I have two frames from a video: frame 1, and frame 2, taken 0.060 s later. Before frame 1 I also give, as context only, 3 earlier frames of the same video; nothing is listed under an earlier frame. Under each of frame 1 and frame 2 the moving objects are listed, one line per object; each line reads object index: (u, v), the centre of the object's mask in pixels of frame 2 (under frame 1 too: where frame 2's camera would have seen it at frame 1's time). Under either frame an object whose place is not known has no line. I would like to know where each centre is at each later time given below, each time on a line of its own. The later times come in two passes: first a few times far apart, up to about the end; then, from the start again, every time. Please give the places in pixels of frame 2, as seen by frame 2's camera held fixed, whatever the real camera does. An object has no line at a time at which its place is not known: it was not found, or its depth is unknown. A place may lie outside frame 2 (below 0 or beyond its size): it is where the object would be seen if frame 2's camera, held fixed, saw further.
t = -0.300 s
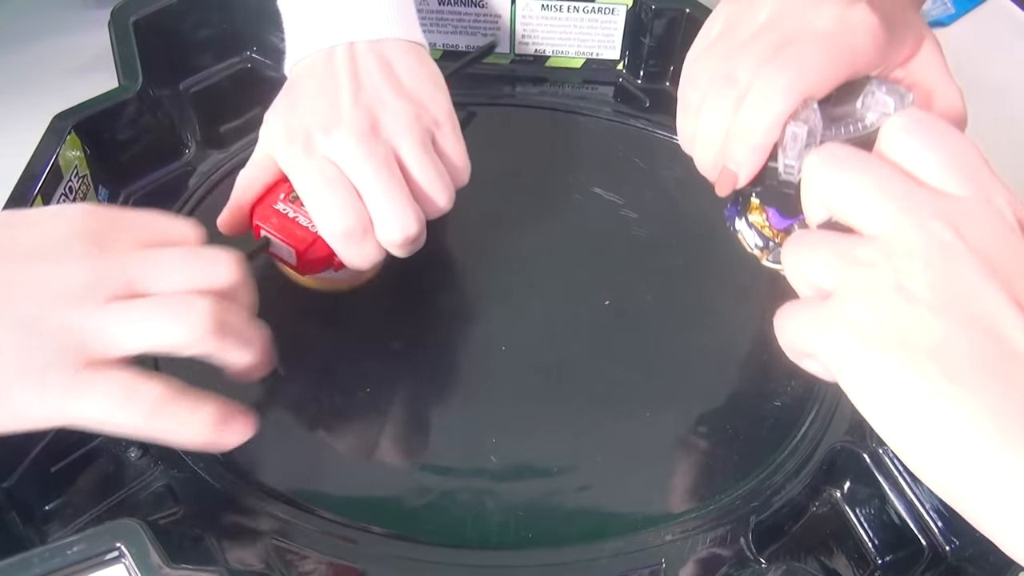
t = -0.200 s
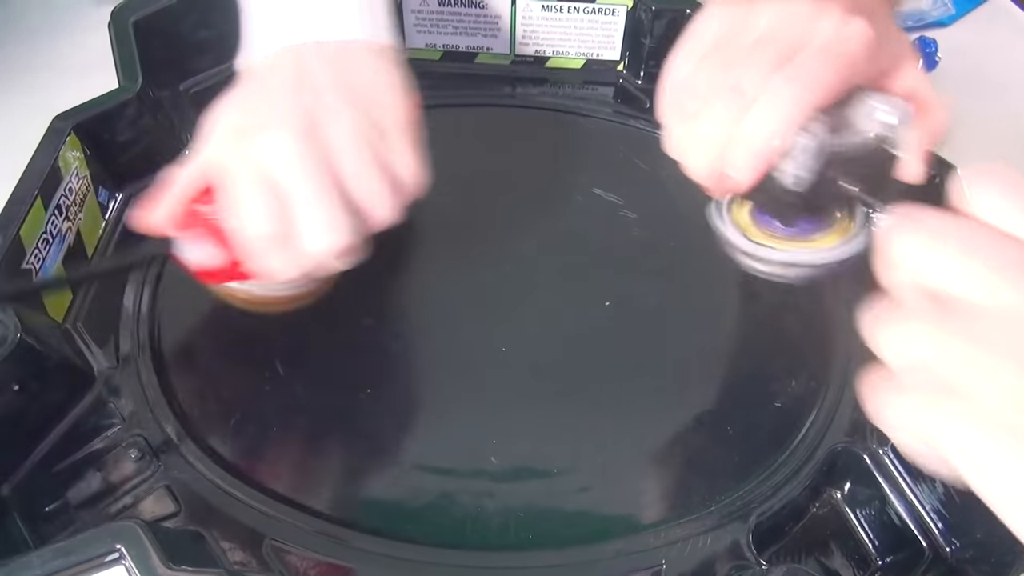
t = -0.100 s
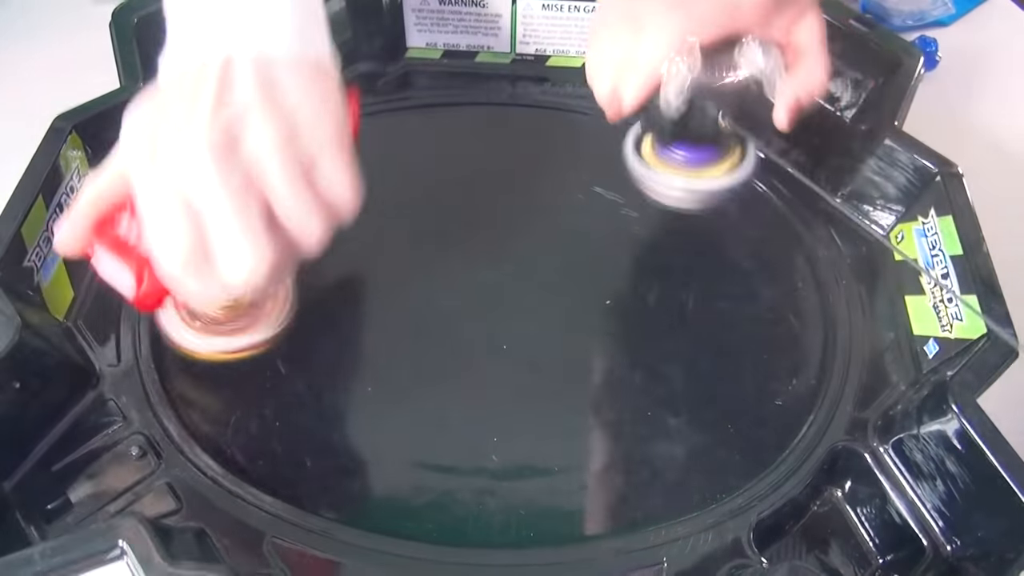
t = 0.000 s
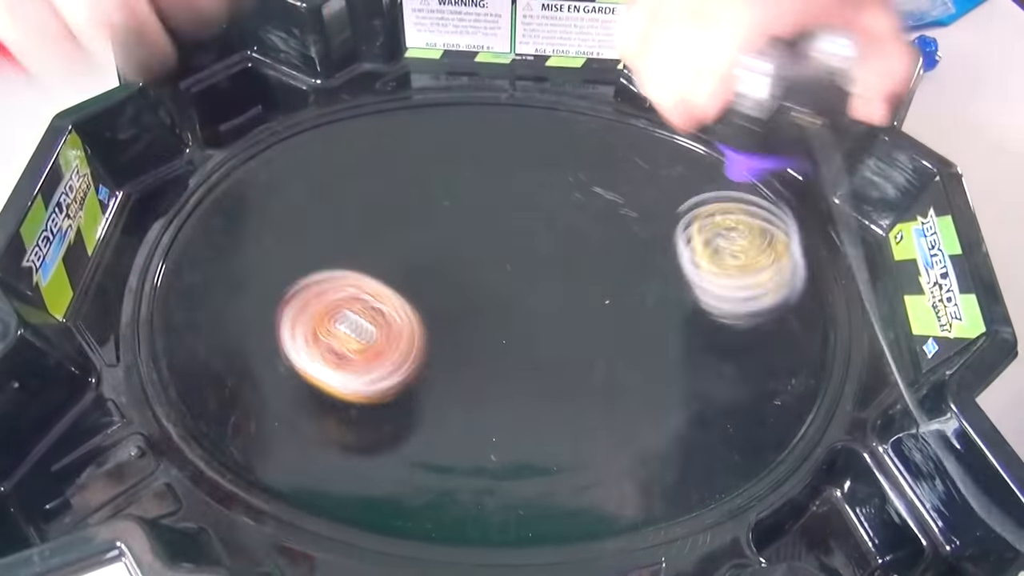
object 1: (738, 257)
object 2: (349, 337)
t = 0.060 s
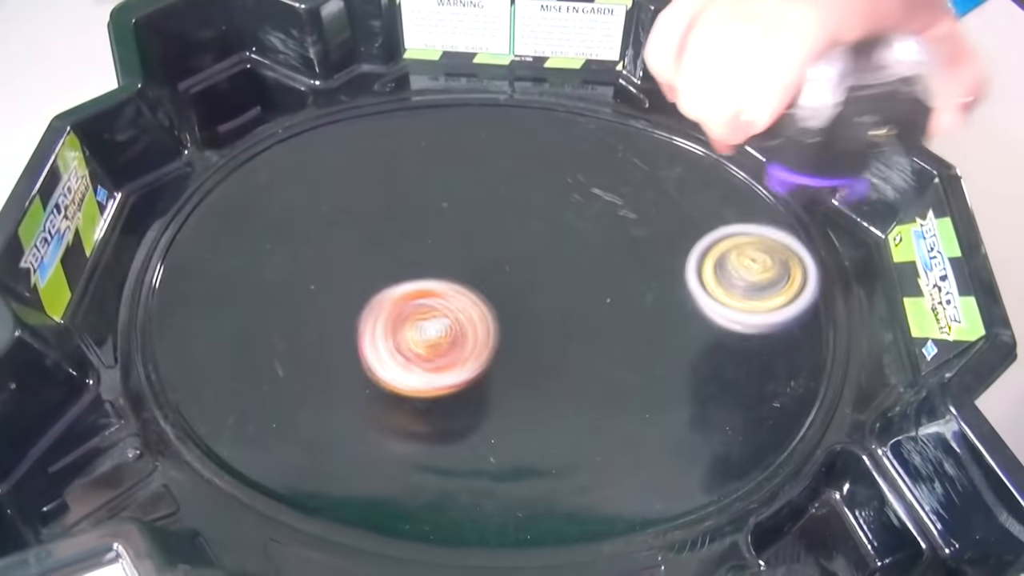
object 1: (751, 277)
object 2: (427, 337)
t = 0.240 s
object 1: (667, 349)
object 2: (584, 240)
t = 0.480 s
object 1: (513, 351)
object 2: (539, 94)
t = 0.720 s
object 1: (426, 395)
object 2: (388, 208)
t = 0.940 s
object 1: (428, 440)
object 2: (562, 337)
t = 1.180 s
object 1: (470, 382)
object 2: (774, 236)
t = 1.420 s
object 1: (394, 287)
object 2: (648, 149)
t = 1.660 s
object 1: (286, 271)
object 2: (466, 290)
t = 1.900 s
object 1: (269, 322)
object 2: (585, 478)
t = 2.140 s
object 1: (424, 298)
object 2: (765, 363)
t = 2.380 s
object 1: (466, 204)
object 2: (569, 249)
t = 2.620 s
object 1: (328, 134)
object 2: (485, 360)
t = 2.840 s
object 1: (281, 206)
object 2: (558, 420)
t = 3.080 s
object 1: (410, 311)
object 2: (577, 326)
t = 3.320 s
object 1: (343, 248)
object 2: (767, 285)
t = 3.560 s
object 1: (425, 298)
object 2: (720, 176)
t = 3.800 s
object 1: (537, 326)
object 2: (552, 222)
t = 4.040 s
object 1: (634, 351)
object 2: (460, 315)
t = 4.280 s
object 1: (695, 311)
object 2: (516, 409)
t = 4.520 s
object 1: (604, 258)
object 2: (592, 386)
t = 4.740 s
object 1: (495, 233)
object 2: (542, 366)
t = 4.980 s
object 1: (384, 263)
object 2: (445, 354)
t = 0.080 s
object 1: (750, 275)
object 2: (452, 330)
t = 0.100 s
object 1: (746, 277)
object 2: (478, 324)
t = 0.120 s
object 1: (740, 285)
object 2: (499, 316)
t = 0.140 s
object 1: (731, 298)
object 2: (519, 306)
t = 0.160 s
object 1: (720, 316)
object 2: (537, 294)
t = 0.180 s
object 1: (706, 339)
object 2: (553, 282)
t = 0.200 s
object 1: (693, 359)
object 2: (566, 268)
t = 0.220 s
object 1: (680, 356)
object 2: (577, 254)
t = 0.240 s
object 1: (667, 349)
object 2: (584, 240)
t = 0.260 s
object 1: (653, 346)
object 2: (591, 226)
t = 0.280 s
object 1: (639, 346)
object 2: (596, 211)
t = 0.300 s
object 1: (624, 350)
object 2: (600, 195)
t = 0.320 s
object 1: (609, 353)
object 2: (602, 181)
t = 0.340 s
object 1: (597, 349)
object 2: (601, 165)
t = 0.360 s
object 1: (585, 348)
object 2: (600, 151)
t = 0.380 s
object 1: (572, 349)
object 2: (596, 138)
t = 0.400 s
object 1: (560, 348)
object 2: (590, 123)
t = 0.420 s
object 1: (548, 348)
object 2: (582, 113)
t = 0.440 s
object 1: (536, 349)
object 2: (571, 102)
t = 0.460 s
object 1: (524, 349)
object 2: (558, 96)
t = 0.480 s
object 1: (513, 351)
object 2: (539, 94)
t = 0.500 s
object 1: (502, 354)
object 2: (517, 99)
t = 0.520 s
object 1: (492, 356)
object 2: (497, 102)
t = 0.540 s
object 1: (483, 359)
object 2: (478, 106)
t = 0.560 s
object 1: (474, 362)
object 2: (460, 112)
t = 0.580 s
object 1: (466, 366)
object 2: (444, 119)
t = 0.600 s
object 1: (458, 370)
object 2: (430, 127)
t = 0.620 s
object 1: (452, 373)
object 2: (417, 136)
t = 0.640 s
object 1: (446, 378)
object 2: (406, 147)
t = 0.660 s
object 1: (441, 382)
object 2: (398, 160)
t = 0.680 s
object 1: (435, 386)
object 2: (392, 174)
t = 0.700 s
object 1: (431, 391)
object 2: (389, 191)
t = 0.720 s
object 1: (426, 395)
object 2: (388, 208)
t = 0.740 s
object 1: (423, 400)
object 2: (390, 225)
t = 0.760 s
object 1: (420, 405)
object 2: (395, 243)
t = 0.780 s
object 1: (419, 409)
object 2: (403, 260)
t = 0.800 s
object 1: (418, 414)
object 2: (414, 277)
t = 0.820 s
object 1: (418, 418)
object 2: (428, 293)
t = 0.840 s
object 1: (420, 420)
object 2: (445, 305)
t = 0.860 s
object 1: (422, 424)
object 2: (465, 316)
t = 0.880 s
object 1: (422, 430)
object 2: (488, 324)
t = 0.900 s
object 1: (423, 435)
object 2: (512, 330)
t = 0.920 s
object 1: (425, 438)
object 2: (537, 334)
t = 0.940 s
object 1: (428, 440)
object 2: (562, 337)
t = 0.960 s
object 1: (432, 441)
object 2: (588, 337)
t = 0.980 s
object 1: (437, 441)
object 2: (613, 335)
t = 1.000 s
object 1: (441, 439)
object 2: (637, 331)
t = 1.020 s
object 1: (446, 437)
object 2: (660, 325)
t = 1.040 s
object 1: (450, 433)
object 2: (681, 317)
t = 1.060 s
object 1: (454, 429)
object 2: (701, 309)
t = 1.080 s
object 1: (459, 423)
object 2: (719, 298)
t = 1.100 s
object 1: (462, 416)
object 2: (735, 287)
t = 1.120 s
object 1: (466, 409)
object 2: (748, 274)
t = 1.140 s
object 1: (468, 401)
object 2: (759, 261)
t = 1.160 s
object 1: (469, 392)
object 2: (767, 248)
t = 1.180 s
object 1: (470, 382)
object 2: (774, 236)
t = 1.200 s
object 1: (469, 372)
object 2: (778, 223)
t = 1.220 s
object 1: (466, 363)
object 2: (780, 211)
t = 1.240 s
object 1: (463, 353)
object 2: (779, 199)
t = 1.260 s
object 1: (458, 343)
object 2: (776, 188)
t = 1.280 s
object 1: (453, 335)
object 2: (767, 176)
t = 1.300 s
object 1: (446, 326)
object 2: (753, 167)
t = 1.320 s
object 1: (438, 318)
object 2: (736, 159)
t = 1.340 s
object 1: (431, 311)
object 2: (718, 152)
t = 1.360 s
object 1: (422, 304)
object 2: (701, 148)
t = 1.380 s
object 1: (413, 298)
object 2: (683, 146)
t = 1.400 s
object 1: (404, 292)
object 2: (665, 146)
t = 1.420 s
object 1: (394, 287)
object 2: (648, 149)
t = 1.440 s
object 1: (385, 282)
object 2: (629, 153)
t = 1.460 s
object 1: (376, 279)
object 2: (611, 159)
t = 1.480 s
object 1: (367, 276)
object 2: (592, 167)
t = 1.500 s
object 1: (357, 274)
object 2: (574, 175)
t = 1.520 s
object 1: (348, 272)
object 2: (556, 185)
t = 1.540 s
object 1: (339, 270)
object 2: (538, 197)
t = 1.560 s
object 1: (330, 270)
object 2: (522, 210)
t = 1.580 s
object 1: (321, 269)
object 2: (507, 224)
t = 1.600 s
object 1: (312, 270)
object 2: (494, 240)
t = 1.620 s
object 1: (303, 270)
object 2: (483, 256)
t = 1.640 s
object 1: (294, 270)
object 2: (474, 273)
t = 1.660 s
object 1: (286, 271)
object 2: (466, 290)
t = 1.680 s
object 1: (278, 273)
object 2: (461, 308)
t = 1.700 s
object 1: (271, 275)
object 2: (458, 327)
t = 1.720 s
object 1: (264, 278)
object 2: (458, 345)
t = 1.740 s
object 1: (259, 281)
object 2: (461, 363)
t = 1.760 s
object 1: (254, 285)
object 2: (467, 382)
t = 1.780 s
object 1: (251, 290)
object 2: (477, 400)
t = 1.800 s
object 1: (249, 295)
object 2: (489, 417)
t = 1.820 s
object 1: (250, 301)
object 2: (504, 432)
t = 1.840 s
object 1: (251, 307)
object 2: (522, 446)
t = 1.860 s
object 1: (255, 312)
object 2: (542, 459)
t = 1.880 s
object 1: (261, 317)
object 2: (563, 469)
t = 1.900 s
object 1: (269, 322)
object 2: (585, 478)
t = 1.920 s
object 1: (279, 326)
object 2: (608, 485)
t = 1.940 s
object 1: (290, 328)
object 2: (631, 490)
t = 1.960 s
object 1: (302, 330)
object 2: (655, 493)
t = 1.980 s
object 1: (315, 331)
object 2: (679, 488)
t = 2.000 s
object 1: (329, 330)
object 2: (700, 476)
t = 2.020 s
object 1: (343, 329)
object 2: (720, 460)
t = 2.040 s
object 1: (358, 326)
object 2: (737, 442)
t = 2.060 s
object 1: (372, 322)
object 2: (750, 426)
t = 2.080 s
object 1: (385, 317)
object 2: (759, 409)
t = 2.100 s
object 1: (399, 312)
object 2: (765, 393)
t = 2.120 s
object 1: (412, 306)
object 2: (768, 377)
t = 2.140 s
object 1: (424, 298)
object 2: (765, 363)
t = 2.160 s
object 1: (435, 291)
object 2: (760, 349)
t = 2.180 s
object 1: (444, 283)
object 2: (750, 335)
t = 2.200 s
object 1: (453, 274)
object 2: (738, 322)
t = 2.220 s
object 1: (459, 266)
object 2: (725, 310)
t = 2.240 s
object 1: (465, 257)
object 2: (710, 298)
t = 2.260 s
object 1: (469, 249)
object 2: (693, 287)
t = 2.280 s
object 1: (471, 241)
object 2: (674, 277)
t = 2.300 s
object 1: (473, 233)
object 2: (654, 269)
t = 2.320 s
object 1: (474, 226)
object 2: (633, 261)
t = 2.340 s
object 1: (473, 219)
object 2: (612, 256)
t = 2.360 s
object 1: (472, 212)
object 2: (589, 251)
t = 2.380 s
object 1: (466, 204)
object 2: (569, 249)
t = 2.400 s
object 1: (453, 190)
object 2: (561, 255)
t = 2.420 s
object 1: (435, 177)
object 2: (554, 263)
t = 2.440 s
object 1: (421, 165)
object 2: (545, 271)
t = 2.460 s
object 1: (408, 156)
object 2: (536, 279)
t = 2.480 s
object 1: (396, 148)
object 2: (526, 288)
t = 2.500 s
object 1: (384, 142)
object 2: (517, 297)
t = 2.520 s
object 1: (374, 139)
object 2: (509, 309)
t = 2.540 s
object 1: (364, 136)
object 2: (500, 320)
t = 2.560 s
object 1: (354, 134)
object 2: (494, 331)
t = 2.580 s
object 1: (345, 133)
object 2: (489, 341)
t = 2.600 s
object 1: (337, 134)
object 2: (487, 351)
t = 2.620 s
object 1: (328, 134)
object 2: (485, 360)
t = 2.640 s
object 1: (320, 136)
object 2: (486, 370)
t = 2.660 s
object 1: (312, 139)
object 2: (488, 378)
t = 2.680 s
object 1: (305, 143)
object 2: (491, 387)
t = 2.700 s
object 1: (298, 147)
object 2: (495, 394)
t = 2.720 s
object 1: (292, 153)
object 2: (501, 401)
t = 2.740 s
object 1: (287, 159)
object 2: (509, 408)
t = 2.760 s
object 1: (283, 167)
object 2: (517, 413)
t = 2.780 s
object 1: (281, 175)
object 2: (526, 417)
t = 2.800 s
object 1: (279, 185)
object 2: (537, 419)
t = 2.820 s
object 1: (279, 195)
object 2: (547, 420)
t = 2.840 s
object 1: (281, 206)
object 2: (558, 420)
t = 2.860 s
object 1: (284, 218)
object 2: (568, 418)
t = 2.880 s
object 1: (289, 230)
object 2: (577, 414)
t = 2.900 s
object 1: (296, 241)
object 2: (585, 409)
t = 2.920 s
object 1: (304, 253)
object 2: (592, 402)
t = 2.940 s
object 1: (314, 264)
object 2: (597, 394)
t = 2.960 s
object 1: (326, 274)
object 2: (600, 386)
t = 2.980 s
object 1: (338, 283)
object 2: (602, 376)
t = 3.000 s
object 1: (353, 291)
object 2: (601, 366)
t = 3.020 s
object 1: (367, 297)
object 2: (598, 356)
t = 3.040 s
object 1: (381, 303)
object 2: (593, 346)
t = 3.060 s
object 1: (395, 308)
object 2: (586, 336)
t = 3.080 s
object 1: (410, 311)
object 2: (577, 326)
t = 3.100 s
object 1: (424, 314)
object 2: (567, 317)
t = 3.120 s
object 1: (435, 315)
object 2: (562, 309)
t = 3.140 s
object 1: (420, 307)
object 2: (585, 305)
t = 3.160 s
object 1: (404, 297)
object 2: (618, 306)
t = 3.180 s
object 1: (389, 291)
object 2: (651, 310)
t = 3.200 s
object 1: (376, 280)
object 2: (680, 318)
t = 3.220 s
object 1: (366, 273)
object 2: (702, 317)
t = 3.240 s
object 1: (357, 266)
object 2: (718, 313)
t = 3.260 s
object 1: (351, 259)
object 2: (733, 312)
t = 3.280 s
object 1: (347, 254)
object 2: (745, 303)
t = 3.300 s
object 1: (344, 250)
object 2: (755, 296)
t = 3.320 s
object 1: (343, 248)
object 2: (767, 285)
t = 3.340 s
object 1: (344, 247)
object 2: (777, 274)
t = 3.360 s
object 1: (346, 248)
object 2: (786, 262)
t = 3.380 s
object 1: (350, 250)
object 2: (793, 252)
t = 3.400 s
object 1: (356, 255)
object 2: (799, 241)
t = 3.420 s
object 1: (362, 260)
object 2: (804, 230)
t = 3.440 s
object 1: (369, 266)
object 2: (804, 217)
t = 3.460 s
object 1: (377, 272)
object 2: (793, 207)
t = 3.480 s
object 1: (385, 278)
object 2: (776, 200)
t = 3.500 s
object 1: (395, 284)
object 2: (761, 192)
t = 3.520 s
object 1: (404, 290)
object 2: (748, 186)
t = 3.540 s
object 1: (414, 294)
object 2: (734, 180)
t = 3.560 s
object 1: (425, 298)
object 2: (720, 176)
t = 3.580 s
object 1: (436, 303)
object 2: (706, 175)
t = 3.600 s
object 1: (446, 306)
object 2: (692, 173)
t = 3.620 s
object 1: (457, 308)
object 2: (679, 173)
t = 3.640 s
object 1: (467, 310)
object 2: (666, 174)
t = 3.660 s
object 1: (476, 312)
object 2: (651, 177)
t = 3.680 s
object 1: (486, 314)
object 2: (636, 181)
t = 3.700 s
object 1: (495, 316)
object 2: (621, 186)
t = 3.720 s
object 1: (503, 318)
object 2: (605, 192)
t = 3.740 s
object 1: (512, 320)
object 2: (591, 199)
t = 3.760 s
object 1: (521, 322)
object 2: (576, 207)
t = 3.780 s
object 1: (530, 323)
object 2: (564, 216)
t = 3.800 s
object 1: (537, 326)
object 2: (552, 222)
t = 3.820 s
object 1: (544, 333)
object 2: (541, 226)
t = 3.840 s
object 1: (550, 340)
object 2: (531, 230)
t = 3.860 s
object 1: (558, 345)
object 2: (522, 236)
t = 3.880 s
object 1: (565, 349)
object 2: (511, 242)
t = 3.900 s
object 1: (573, 351)
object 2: (502, 250)
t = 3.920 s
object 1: (582, 353)
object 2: (493, 259)
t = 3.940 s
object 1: (591, 354)
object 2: (486, 268)
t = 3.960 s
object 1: (599, 354)
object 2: (480, 276)
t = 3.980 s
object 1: (608, 354)
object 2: (474, 286)
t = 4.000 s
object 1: (617, 353)
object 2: (469, 295)
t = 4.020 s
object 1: (626, 352)
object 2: (464, 305)
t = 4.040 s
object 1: (634, 351)
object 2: (460, 315)
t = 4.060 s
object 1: (642, 349)
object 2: (457, 325)
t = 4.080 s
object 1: (651, 348)
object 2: (456, 335)
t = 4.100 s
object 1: (659, 346)
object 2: (456, 345)
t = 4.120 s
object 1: (666, 343)
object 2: (459, 355)
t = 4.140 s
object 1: (673, 341)
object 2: (462, 365)
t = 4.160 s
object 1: (680, 338)
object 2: (467, 373)
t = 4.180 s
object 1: (685, 334)
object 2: (473, 382)
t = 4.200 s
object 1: (689, 330)
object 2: (480, 389)
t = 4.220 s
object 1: (693, 325)
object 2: (488, 396)
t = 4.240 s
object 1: (695, 321)
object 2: (497, 401)
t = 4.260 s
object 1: (696, 316)
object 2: (506, 406)
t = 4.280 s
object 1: (695, 311)
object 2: (516, 409)
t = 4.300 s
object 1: (693, 305)
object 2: (525, 411)
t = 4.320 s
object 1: (689, 301)
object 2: (535, 412)
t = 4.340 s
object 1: (684, 295)
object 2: (547, 412)
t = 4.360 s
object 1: (677, 292)
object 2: (556, 410)
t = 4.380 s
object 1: (669, 288)
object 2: (566, 407)
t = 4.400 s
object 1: (660, 285)
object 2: (575, 403)
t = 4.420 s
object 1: (651, 282)
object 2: (583, 397)
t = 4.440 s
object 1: (641, 280)
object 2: (589, 391)
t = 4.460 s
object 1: (630, 279)
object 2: (594, 384)
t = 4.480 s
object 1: (620, 276)
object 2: (597, 378)
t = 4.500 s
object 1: (612, 268)
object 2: (594, 382)
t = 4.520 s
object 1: (604, 258)
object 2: (592, 386)
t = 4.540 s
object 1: (595, 250)
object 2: (588, 387)
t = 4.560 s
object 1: (585, 243)
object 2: (585, 388)
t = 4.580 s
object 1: (575, 238)
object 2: (582, 387)
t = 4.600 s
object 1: (565, 235)
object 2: (578, 385)
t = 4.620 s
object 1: (556, 232)
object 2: (574, 383)
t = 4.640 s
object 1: (545, 231)
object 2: (570, 380)
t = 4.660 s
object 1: (534, 231)
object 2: (566, 377)
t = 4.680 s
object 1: (525, 231)
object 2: (561, 375)
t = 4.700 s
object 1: (515, 231)
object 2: (555, 372)
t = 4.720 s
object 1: (505, 232)
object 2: (549, 369)
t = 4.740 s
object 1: (495, 233)
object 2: (542, 366)
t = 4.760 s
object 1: (485, 235)
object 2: (534, 363)
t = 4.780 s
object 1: (475, 236)
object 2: (527, 360)
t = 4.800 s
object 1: (465, 238)
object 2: (518, 358)
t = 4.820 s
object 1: (456, 241)
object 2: (509, 355)
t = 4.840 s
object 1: (446, 244)
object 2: (500, 352)
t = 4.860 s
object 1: (436, 248)
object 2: (491, 350)
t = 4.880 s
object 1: (427, 251)
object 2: (481, 348)
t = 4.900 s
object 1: (418, 255)
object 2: (471, 345)
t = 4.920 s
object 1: (409, 256)
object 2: (464, 347)
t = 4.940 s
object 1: (400, 258)
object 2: (458, 350)
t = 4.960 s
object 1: (391, 260)
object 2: (451, 352)
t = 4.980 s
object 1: (384, 263)
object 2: (445, 354)
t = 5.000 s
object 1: (376, 267)
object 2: (440, 356)
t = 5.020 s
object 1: (369, 271)
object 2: (435, 359)
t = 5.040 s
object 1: (362, 275)
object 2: (432, 363)
